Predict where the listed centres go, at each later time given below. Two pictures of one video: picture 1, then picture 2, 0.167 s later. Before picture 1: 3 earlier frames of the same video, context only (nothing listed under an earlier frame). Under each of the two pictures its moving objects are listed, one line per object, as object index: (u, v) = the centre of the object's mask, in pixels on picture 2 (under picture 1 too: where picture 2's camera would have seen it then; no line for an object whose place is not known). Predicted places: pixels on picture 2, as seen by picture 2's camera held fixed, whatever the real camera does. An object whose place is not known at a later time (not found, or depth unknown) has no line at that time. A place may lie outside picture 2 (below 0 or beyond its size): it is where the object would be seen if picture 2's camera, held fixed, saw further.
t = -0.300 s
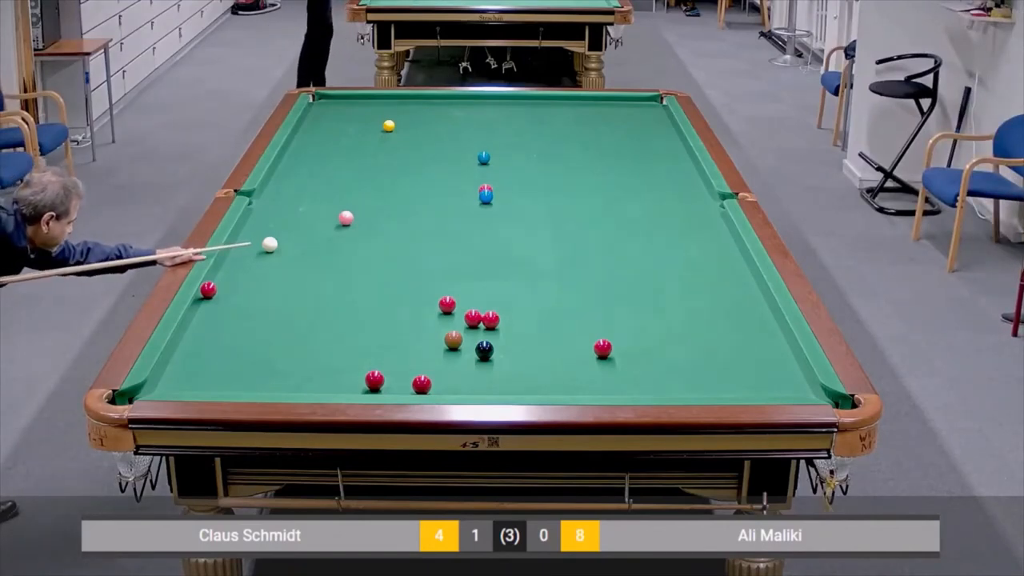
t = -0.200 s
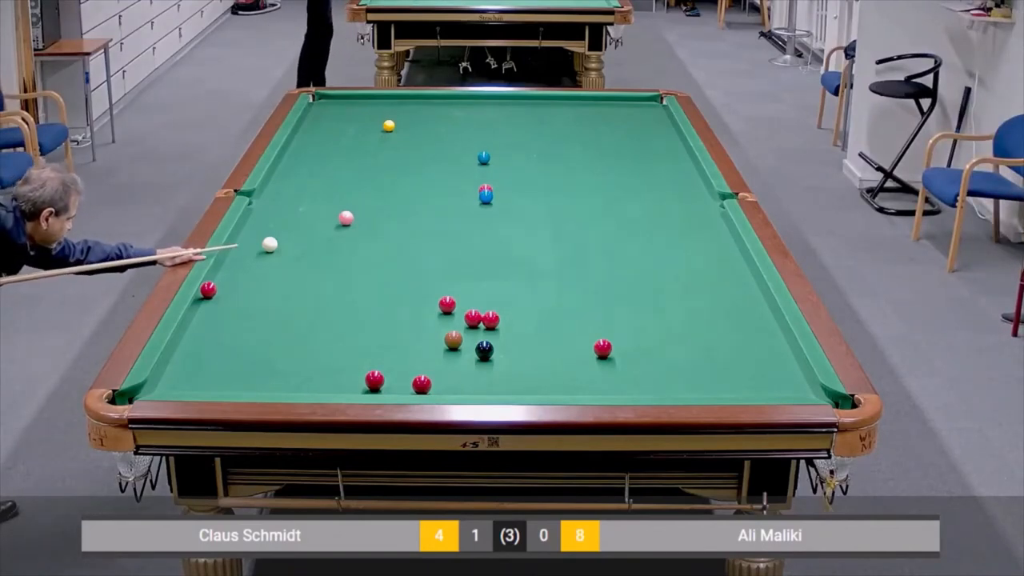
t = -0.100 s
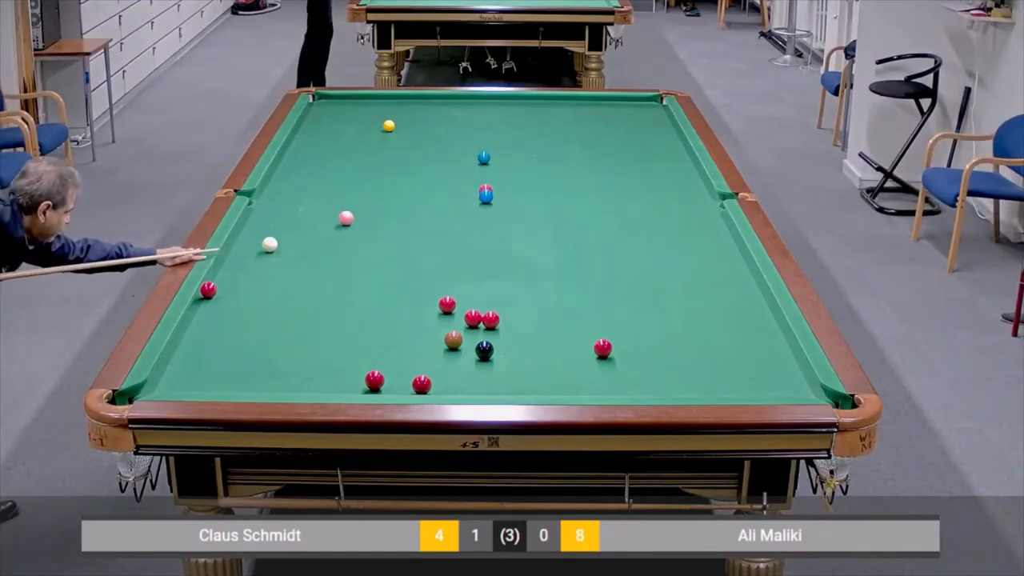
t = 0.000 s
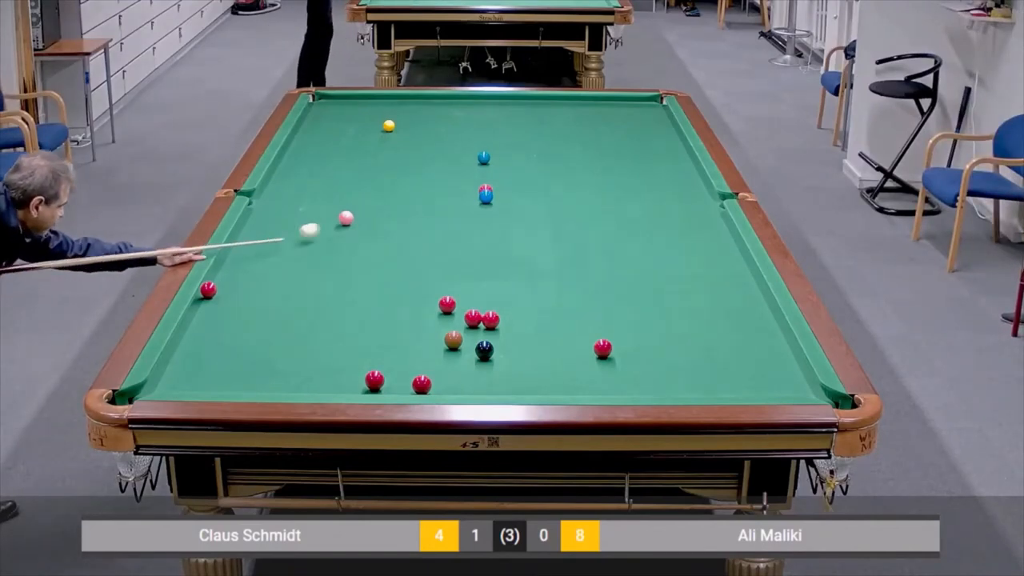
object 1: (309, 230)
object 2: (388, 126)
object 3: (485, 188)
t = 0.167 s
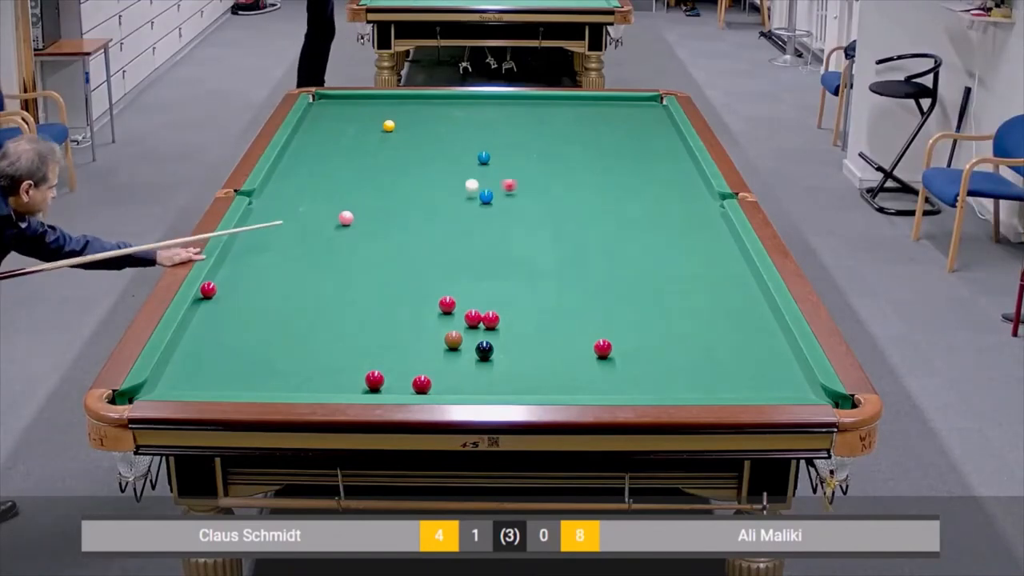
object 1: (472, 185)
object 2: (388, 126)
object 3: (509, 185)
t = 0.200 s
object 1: (469, 180)
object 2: (388, 126)
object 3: (542, 179)
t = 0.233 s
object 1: (467, 177)
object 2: (388, 126)
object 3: (575, 176)
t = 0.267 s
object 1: (465, 178)
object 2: (388, 126)
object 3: (607, 173)
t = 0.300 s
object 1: (463, 177)
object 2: (388, 126)
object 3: (636, 168)
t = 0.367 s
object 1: (461, 171)
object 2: (388, 126)
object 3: (693, 160)
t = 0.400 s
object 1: (461, 168)
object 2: (388, 126)
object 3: (671, 156)
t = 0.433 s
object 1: (461, 166)
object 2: (388, 126)
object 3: (646, 152)
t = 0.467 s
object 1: (461, 163)
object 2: (388, 126)
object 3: (622, 150)
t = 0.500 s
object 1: (462, 161)
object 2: (388, 126)
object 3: (599, 149)
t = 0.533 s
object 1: (463, 158)
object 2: (388, 126)
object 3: (576, 145)
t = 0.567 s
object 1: (464, 155)
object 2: (388, 126)
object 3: (554, 144)
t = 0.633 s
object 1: (467, 150)
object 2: (388, 126)
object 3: (511, 139)
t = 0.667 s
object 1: (468, 148)
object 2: (388, 126)
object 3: (491, 136)
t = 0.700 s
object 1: (469, 145)
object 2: (388, 126)
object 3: (471, 133)
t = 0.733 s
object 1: (471, 143)
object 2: (388, 126)
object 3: (452, 132)
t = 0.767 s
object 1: (472, 140)
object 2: (388, 126)
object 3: (433, 130)
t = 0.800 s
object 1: (473, 138)
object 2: (388, 126)
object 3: (415, 128)
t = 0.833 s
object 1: (475, 135)
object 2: (387, 126)
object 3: (399, 127)
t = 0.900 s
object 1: (477, 131)
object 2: (354, 123)
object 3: (397, 126)
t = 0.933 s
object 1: (478, 129)
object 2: (339, 121)
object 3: (396, 126)
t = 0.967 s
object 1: (480, 126)
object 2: (323, 120)
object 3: (395, 125)
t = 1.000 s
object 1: (481, 125)
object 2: (309, 119)
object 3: (393, 125)
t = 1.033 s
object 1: (482, 122)
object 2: (309, 118)
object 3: (390, 124)
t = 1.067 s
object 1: (483, 120)
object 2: (322, 117)
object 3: (388, 124)
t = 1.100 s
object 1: (484, 118)
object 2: (334, 116)
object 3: (385, 123)
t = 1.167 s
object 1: (486, 114)
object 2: (358, 115)
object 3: (378, 122)
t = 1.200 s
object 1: (487, 112)
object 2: (369, 114)
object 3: (375, 122)
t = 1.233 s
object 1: (488, 110)
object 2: (381, 113)
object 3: (371, 121)
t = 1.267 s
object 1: (489, 108)
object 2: (391, 113)
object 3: (367, 121)
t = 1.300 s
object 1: (491, 107)
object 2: (401, 113)
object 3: (364, 120)
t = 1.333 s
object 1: (491, 105)
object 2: (411, 112)
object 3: (361, 120)
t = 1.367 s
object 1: (493, 103)
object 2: (422, 111)
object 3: (357, 119)
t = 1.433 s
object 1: (494, 99)
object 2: (441, 110)
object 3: (351, 118)
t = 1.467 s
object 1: (495, 98)
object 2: (451, 110)
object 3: (348, 118)
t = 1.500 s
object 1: (496, 96)
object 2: (460, 109)
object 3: (344, 117)
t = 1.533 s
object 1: (496, 98)
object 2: (470, 109)
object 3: (341, 116)
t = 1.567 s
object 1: (497, 99)
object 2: (480, 108)
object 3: (337, 116)
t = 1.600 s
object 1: (497, 100)
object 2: (489, 108)
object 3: (334, 116)
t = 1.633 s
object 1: (497, 100)
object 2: (499, 107)
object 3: (331, 115)
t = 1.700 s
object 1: (498, 104)
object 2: (518, 106)
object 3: (325, 115)
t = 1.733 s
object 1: (498, 105)
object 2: (527, 106)
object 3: (322, 114)
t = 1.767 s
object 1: (498, 106)
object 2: (536, 106)
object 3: (319, 114)
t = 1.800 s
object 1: (499, 107)
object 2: (545, 105)
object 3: (316, 113)
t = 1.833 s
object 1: (499, 108)
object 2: (554, 105)
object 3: (313, 112)
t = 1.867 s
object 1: (499, 109)
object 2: (563, 104)
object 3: (310, 112)
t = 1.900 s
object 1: (499, 110)
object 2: (572, 104)
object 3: (307, 111)
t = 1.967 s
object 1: (500, 112)
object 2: (590, 103)
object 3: (312, 111)
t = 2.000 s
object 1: (500, 113)
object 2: (599, 102)
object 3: (313, 111)
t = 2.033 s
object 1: (500, 114)
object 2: (607, 102)
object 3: (315, 110)
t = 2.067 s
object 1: (501, 116)
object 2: (616, 102)
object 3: (317, 110)
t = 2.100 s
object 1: (501, 116)
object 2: (625, 101)
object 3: (318, 110)
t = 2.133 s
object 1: (501, 117)
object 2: (633, 101)
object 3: (319, 110)
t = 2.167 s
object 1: (502, 119)
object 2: (641, 101)
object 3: (321, 109)
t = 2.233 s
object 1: (502, 121)
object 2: (658, 100)
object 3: (324, 109)
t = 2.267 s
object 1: (503, 122)
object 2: (658, 99)
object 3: (325, 109)
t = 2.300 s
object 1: (503, 123)
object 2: (654, 98)
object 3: (327, 108)
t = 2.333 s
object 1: (503, 124)
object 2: (655, 99)
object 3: (328, 108)
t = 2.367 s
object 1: (504, 125)
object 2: (657, 100)
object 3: (329, 108)
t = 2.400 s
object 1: (504, 126)
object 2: (659, 101)
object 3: (331, 108)
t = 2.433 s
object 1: (504, 127)
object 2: (659, 101)
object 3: (332, 107)
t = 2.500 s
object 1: (505, 129)
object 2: (658, 103)
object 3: (334, 107)
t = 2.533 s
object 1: (505, 130)
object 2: (657, 103)
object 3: (335, 107)
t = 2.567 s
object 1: (505, 131)
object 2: (656, 104)
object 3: (337, 106)
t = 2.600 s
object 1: (506, 132)
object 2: (655, 105)
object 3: (338, 106)
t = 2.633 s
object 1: (506, 133)
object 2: (655, 105)
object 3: (339, 106)
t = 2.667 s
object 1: (506, 134)
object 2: (654, 106)
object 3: (340, 106)
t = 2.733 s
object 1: (507, 136)
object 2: (653, 107)
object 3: (342, 105)
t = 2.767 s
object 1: (507, 137)
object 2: (652, 108)
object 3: (344, 105)
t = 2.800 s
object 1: (507, 138)
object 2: (652, 108)
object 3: (345, 105)
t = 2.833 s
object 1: (508, 139)
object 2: (651, 109)
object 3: (346, 105)
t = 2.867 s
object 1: (508, 141)
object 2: (650, 109)
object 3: (347, 104)
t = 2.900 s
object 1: (508, 141)
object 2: (650, 110)
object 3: (348, 104)
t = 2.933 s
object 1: (508, 142)
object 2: (649, 110)
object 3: (349, 104)
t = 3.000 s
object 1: (509, 145)
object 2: (647, 112)
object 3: (351, 103)
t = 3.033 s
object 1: (509, 146)
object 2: (647, 112)
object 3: (352, 103)
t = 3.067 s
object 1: (510, 147)
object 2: (646, 113)
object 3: (353, 103)
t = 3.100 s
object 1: (510, 148)
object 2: (645, 114)
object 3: (354, 103)
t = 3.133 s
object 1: (510, 149)
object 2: (645, 114)
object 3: (355, 103)
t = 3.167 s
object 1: (510, 150)
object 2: (644, 115)
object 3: (356, 102)
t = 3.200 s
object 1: (511, 151)
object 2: (643, 115)
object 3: (357, 102)
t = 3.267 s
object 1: (511, 153)
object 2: (642, 117)
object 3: (359, 102)
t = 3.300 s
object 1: (512, 154)
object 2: (641, 117)
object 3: (360, 102)
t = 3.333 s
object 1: (512, 155)
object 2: (640, 118)
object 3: (360, 102)
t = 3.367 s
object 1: (513, 156)
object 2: (640, 118)
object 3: (361, 102)
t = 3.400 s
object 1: (513, 157)
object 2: (639, 119)
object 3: (362, 101)
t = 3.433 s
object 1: (513, 158)
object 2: (639, 119)
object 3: (363, 101)
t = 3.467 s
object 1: (513, 159)
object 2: (638, 120)
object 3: (363, 101)
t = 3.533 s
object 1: (514, 161)
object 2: (637, 121)
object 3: (365, 101)
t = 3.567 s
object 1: (514, 162)
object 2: (636, 122)
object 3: (366, 101)
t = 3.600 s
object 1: (514, 163)
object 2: (635, 122)
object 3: (367, 100)
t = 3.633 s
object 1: (515, 164)
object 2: (635, 123)
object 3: (367, 100)
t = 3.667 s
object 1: (515, 165)
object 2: (634, 123)
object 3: (368, 100)
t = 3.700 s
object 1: (515, 166)
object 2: (633, 124)
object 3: (369, 100)
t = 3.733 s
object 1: (516, 167)
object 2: (633, 124)
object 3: (369, 100)
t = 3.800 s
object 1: (516, 169)
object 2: (631, 126)
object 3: (371, 99)
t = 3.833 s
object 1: (517, 170)
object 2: (631, 126)
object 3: (371, 99)
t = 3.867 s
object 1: (517, 171)
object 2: (630, 127)
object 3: (372, 99)
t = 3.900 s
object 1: (517, 172)
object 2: (629, 127)
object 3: (373, 99)
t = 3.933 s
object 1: (517, 173)
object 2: (629, 128)
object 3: (373, 99)
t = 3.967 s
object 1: (518, 174)
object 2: (628, 128)
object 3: (373, 99)
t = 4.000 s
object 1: (518, 175)
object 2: (628, 129)
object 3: (374, 99)
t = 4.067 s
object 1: (518, 177)
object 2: (626, 130)
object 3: (375, 98)
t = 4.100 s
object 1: (519, 178)
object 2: (626, 130)
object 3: (376, 98)
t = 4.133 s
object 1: (519, 179)
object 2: (625, 130)
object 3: (376, 98)
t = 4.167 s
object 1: (519, 180)
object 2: (625, 131)
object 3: (377, 98)
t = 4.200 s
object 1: (520, 180)
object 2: (624, 131)
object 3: (377, 98)
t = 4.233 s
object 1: (520, 181)
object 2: (624, 132)
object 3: (378, 98)
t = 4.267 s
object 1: (520, 183)
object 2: (623, 132)
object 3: (378, 98)
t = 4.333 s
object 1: (521, 184)
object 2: (622, 133)
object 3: (379, 98)
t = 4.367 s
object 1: (521, 185)
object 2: (621, 134)
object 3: (379, 98)
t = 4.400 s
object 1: (521, 186)
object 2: (620, 134)
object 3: (380, 98)
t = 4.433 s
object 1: (521, 187)
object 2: (620, 135)
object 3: (380, 98)
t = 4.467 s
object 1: (522, 188)
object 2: (620, 135)
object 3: (381, 98)
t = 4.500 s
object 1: (522, 189)
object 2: (619, 136)
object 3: (381, 98)
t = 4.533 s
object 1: (522, 190)
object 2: (618, 136)
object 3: (381, 98)
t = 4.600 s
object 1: (523, 192)
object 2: (617, 137)
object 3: (382, 97)
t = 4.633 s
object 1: (523, 193)
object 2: (617, 137)
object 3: (382, 97)
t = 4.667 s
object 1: (523, 194)
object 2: (616, 138)
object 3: (382, 97)
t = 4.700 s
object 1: (523, 195)
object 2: (615, 138)
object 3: (383, 97)
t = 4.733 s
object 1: (523, 195)
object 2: (615, 138)
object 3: (383, 97)
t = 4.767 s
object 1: (524, 196)
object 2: (614, 139)
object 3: (383, 97)
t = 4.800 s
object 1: (524, 197)
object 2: (614, 139)
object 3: (383, 97)
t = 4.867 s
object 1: (524, 199)
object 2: (613, 140)
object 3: (384, 97)
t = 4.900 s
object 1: (525, 200)
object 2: (612, 140)
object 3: (384, 97)
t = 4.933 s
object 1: (525, 201)
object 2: (612, 141)
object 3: (384, 97)
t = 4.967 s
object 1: (525, 201)
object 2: (611, 141)
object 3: (384, 97)
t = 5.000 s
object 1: (525, 202)
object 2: (611, 141)
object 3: (384, 97)
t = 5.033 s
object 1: (525, 203)
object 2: (610, 142)
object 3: (384, 97)
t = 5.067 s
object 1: (526, 204)
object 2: (610, 142)
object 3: (384, 97)
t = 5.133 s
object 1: (526, 206)
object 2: (609, 143)
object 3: (384, 97)
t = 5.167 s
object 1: (526, 207)
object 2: (609, 143)
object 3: (384, 97)
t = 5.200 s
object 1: (527, 208)
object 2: (608, 144)
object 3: (384, 97)
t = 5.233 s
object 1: (527, 208)
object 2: (608, 144)
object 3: (385, 97)
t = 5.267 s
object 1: (527, 209)
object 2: (607, 144)
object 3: (385, 97)
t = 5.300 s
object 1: (527, 210)
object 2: (607, 144)
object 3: (385, 97)
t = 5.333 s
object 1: (527, 211)
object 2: (606, 145)
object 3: (385, 97)
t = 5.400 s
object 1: (528, 212)
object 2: (606, 146)
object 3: (385, 97)
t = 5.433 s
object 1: (528, 213)
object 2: (605, 146)
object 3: (385, 97)
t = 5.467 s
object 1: (528, 214)
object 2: (605, 146)
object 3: (385, 97)
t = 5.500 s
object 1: (528, 215)
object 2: (604, 147)
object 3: (385, 97)
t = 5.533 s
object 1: (529, 215)
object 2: (604, 147)
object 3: (385, 97)
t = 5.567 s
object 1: (529, 216)
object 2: (603, 147)
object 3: (385, 97)
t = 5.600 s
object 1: (529, 217)
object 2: (603, 147)
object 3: (385, 97)
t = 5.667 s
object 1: (529, 218)
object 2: (602, 148)
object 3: (385, 97)
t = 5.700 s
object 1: (529, 219)
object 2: (602, 148)
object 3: (385, 97)
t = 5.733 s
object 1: (530, 220)
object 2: (601, 148)
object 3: (385, 97)
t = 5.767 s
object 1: (530, 221)
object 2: (601, 148)
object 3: (384, 97)
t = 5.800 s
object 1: (530, 221)
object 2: (601, 149)
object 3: (384, 97)
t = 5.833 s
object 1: (530, 222)
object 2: (600, 149)
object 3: (385, 97)
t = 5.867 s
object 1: (530, 223)
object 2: (600, 149)
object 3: (385, 97)
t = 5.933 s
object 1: (531, 224)
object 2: (599, 150)
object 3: (384, 97)
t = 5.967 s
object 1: (531, 225)
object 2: (599, 150)
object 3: (385, 97)
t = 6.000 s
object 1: (531, 226)
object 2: (599, 150)
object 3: (385, 97)
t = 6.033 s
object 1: (531, 226)
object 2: (598, 150)
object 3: (385, 97)
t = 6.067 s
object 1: (532, 227)
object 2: (598, 150)
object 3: (385, 97)
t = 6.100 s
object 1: (532, 227)
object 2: (598, 150)
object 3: (385, 97)
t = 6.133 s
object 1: (532, 228)
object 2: (597, 151)
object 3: (385, 97)
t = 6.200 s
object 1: (532, 230)
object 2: (596, 151)
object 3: (385, 97)
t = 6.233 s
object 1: (532, 230)
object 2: (596, 151)
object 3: (385, 97)
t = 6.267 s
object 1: (533, 231)
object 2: (596, 151)
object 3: (385, 97)
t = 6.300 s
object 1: (533, 231)
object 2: (596, 151)
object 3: (385, 97)
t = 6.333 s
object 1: (533, 232)
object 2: (595, 152)
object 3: (385, 97)
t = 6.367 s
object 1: (533, 232)
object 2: (595, 152)
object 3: (385, 97)
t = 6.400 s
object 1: (533, 233)
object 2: (595, 152)
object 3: (385, 97)
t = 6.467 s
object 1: (534, 234)
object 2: (595, 152)
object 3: (385, 97)
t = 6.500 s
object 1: (534, 235)
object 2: (595, 152)
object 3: (385, 97)
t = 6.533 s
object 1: (534, 235)
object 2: (594, 152)
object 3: (385, 97)
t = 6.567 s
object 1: (534, 236)
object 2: (594, 152)
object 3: (385, 97)
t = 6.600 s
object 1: (534, 236)
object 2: (594, 152)
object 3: (385, 97)
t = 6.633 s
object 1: (534, 237)
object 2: (594, 153)
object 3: (385, 97)
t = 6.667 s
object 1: (535, 237)
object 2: (594, 153)
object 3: (385, 97)
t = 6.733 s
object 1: (535, 238)
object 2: (593, 153)
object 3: (385, 97)
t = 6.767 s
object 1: (535, 239)
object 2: (593, 153)
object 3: (385, 97)
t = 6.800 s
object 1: (535, 239)
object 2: (593, 153)
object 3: (385, 97)
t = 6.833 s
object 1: (535, 239)
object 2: (593, 153)
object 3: (385, 97)
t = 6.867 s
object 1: (536, 240)
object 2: (593, 153)
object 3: (385, 97)
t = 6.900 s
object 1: (536, 240)
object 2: (593, 153)
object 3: (385, 97)
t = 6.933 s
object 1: (536, 241)
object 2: (593, 153)
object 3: (385, 97)
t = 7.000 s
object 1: (536, 242)
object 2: (592, 153)
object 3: (385, 97)
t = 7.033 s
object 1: (536, 242)
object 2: (592, 154)
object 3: (385, 97)
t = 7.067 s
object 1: (536, 243)
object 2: (592, 154)
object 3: (385, 97)
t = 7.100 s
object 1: (536, 243)
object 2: (592, 154)
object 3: (385, 97)
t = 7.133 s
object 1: (536, 243)
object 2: (592, 154)
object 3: (385, 97)
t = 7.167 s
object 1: (536, 244)
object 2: (592, 154)
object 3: (385, 97)
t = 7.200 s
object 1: (536, 244)
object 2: (592, 154)
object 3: (385, 97)
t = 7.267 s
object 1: (536, 245)
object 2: (592, 154)
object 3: (385, 97)
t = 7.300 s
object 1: (536, 245)
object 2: (592, 154)
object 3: (385, 97)
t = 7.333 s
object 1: (536, 245)
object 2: (592, 154)
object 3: (385, 97)
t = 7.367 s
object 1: (536, 246)
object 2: (592, 154)
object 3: (385, 97)
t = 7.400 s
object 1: (536, 246)
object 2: (592, 154)
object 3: (385, 97)
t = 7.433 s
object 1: (536, 246)
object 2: (592, 154)
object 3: (385, 97)
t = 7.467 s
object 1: (536, 246)
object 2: (592, 154)
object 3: (385, 97)
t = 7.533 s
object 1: (536, 247)
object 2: (592, 154)
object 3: (385, 97)
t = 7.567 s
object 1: (536, 247)
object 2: (592, 154)
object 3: (385, 97)
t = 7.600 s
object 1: (536, 248)
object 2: (592, 154)
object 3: (385, 97)
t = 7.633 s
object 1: (536, 248)
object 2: (592, 154)
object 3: (385, 97)
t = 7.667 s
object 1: (536, 248)
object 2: (592, 154)
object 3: (385, 97)
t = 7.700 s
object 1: (536, 248)
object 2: (592, 154)
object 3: (385, 97)
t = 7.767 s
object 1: (536, 249)
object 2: (592, 154)
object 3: (385, 97)
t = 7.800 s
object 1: (535, 249)
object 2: (592, 154)
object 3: (385, 97)
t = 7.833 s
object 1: (535, 249)
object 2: (592, 154)
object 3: (385, 97)
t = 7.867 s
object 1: (535, 249)
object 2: (592, 154)
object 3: (385, 97)
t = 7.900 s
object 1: (535, 249)
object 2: (592, 154)
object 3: (385, 97)
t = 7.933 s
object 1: (535, 249)
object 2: (592, 154)
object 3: (385, 97)
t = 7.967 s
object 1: (535, 250)
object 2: (592, 154)
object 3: (385, 97)
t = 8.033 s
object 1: (535, 250)
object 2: (592, 154)
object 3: (385, 97)
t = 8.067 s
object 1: (535, 250)
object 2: (592, 154)
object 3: (385, 97)
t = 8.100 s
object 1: (534, 250)
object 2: (592, 154)
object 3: (385, 97)
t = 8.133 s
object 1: (534, 250)
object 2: (592, 154)
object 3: (385, 97)
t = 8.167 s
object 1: (534, 250)
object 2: (592, 154)
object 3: (385, 97)
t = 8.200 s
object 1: (534, 250)
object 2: (592, 154)
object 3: (385, 97)
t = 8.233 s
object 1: (534, 250)
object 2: (592, 154)
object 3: (385, 97)
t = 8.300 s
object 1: (534, 250)
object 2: (592, 154)
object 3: (385, 97)
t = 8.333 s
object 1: (534, 250)
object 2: (592, 154)
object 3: (385, 97)
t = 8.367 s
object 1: (534, 250)
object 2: (592, 154)
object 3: (385, 97)
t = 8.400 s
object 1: (534, 250)
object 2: (592, 154)
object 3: (385, 97)
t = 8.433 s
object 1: (534, 250)
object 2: (592, 153)
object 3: (385, 97)
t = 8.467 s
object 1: (534, 250)
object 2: (592, 154)
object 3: (385, 97)
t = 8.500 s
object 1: (534, 250)
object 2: (592, 154)
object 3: (385, 97)
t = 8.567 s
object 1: (534, 250)
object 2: (592, 154)
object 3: (385, 97)
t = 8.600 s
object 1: (534, 250)
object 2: (592, 154)
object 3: (385, 97)
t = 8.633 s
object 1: (534, 250)
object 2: (592, 154)
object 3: (385, 97)
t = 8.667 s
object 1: (534, 250)
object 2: (592, 154)
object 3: (385, 97)
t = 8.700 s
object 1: (534, 250)
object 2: (592, 154)
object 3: (385, 97)
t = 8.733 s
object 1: (534, 250)
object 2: (592, 154)
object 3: (385, 97)
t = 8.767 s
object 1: (534, 250)
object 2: (592, 154)
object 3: (385, 97)
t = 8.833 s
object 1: (534, 250)
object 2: (592, 154)
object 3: (385, 97)
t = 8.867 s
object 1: (534, 250)
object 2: (592, 154)
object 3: (385, 97)
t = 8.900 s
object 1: (534, 250)
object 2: (592, 154)
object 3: (385, 97)
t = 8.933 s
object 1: (534, 250)
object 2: (592, 153)
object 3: (385, 97)
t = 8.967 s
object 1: (534, 250)
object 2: (592, 153)
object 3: (385, 97)
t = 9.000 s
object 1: (534, 250)
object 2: (592, 153)
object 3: (385, 97)
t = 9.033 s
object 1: (534, 250)
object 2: (592, 153)
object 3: (385, 97)
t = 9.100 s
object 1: (534, 250)
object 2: (592, 153)
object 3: (385, 97)
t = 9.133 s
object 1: (534, 250)
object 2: (592, 153)
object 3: (385, 97)
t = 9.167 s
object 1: (534, 250)
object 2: (592, 154)
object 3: (385, 97)
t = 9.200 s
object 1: (534, 250)
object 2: (592, 154)
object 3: (385, 97)
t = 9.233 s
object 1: (534, 250)
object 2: (592, 154)
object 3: (385, 97)
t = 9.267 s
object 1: (534, 250)
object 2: (592, 154)
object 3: (384, 97)
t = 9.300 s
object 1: (534, 250)
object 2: (592, 154)
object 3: (385, 97)
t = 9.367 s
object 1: (534, 250)
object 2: (592, 154)
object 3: (385, 97)
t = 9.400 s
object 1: (534, 250)
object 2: (592, 154)
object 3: (385, 97)
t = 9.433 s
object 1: (534, 250)
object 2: (592, 154)
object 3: (385, 97)
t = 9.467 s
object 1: (534, 250)
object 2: (592, 154)
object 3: (385, 97)
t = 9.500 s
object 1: (534, 250)
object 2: (592, 154)
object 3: (385, 97)
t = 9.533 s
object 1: (534, 250)
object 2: (592, 153)
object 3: (385, 97)
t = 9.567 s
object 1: (534, 250)
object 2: (592, 154)
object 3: (385, 97)
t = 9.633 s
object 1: (534, 250)
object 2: (592, 154)
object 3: (385, 97)
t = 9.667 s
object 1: (534, 250)
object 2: (591, 154)
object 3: (385, 97)
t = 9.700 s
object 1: (534, 250)
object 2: (592, 154)
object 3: (385, 97)
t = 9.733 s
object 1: (534, 250)
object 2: (592, 154)
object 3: (385, 97)
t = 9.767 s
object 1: (534, 250)
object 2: (592, 154)
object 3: (385, 97)
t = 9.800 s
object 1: (534, 250)
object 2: (591, 154)
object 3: (385, 97)
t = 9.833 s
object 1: (534, 250)
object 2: (591, 154)
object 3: (385, 97)
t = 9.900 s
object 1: (534, 250)
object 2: (591, 154)
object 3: (385, 97)
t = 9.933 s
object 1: (534, 250)
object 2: (591, 153)
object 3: (385, 97)
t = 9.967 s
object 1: (534, 250)
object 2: (591, 153)
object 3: (385, 97)
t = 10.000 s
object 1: (534, 250)
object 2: (591, 153)
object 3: (385, 97)
